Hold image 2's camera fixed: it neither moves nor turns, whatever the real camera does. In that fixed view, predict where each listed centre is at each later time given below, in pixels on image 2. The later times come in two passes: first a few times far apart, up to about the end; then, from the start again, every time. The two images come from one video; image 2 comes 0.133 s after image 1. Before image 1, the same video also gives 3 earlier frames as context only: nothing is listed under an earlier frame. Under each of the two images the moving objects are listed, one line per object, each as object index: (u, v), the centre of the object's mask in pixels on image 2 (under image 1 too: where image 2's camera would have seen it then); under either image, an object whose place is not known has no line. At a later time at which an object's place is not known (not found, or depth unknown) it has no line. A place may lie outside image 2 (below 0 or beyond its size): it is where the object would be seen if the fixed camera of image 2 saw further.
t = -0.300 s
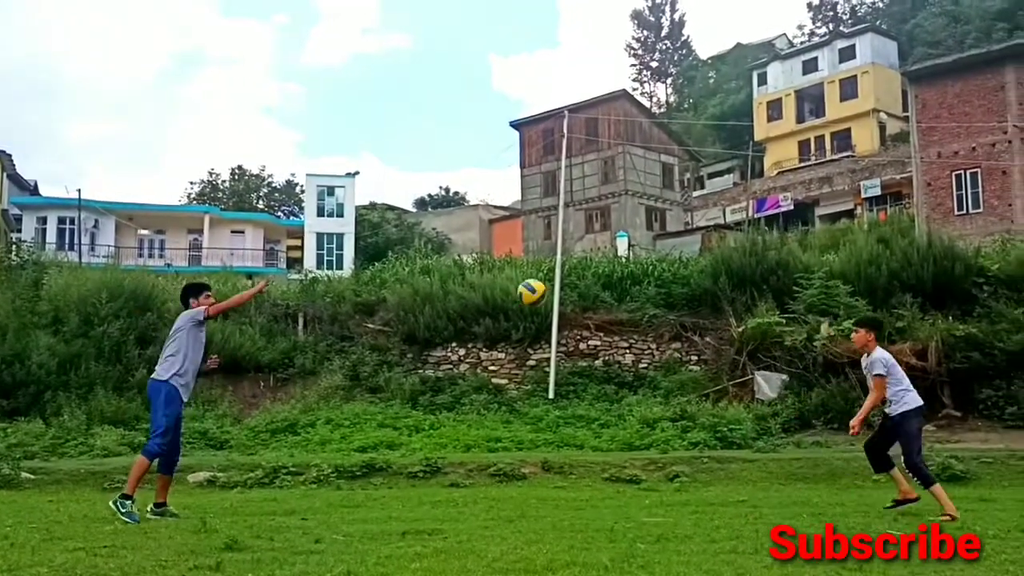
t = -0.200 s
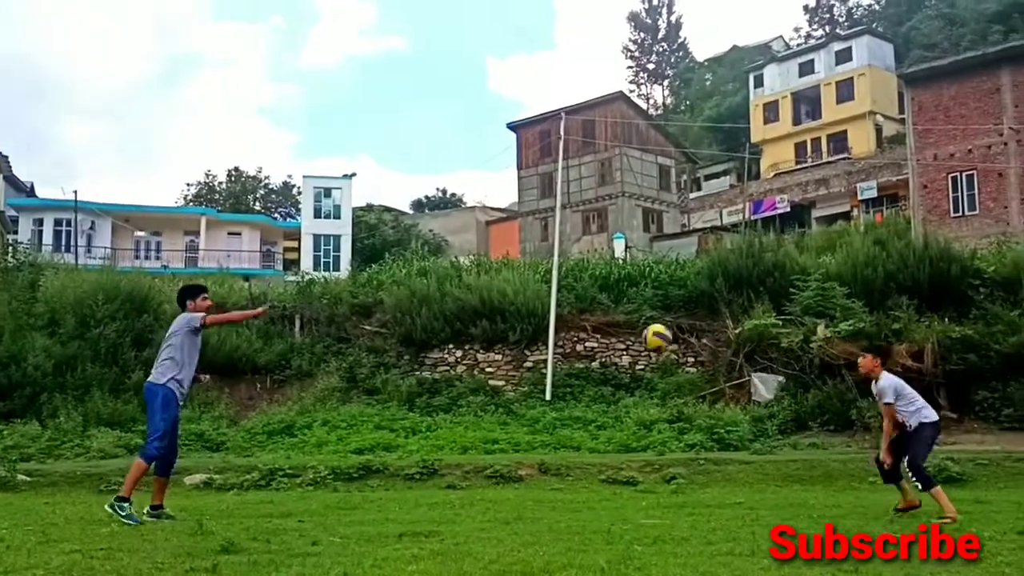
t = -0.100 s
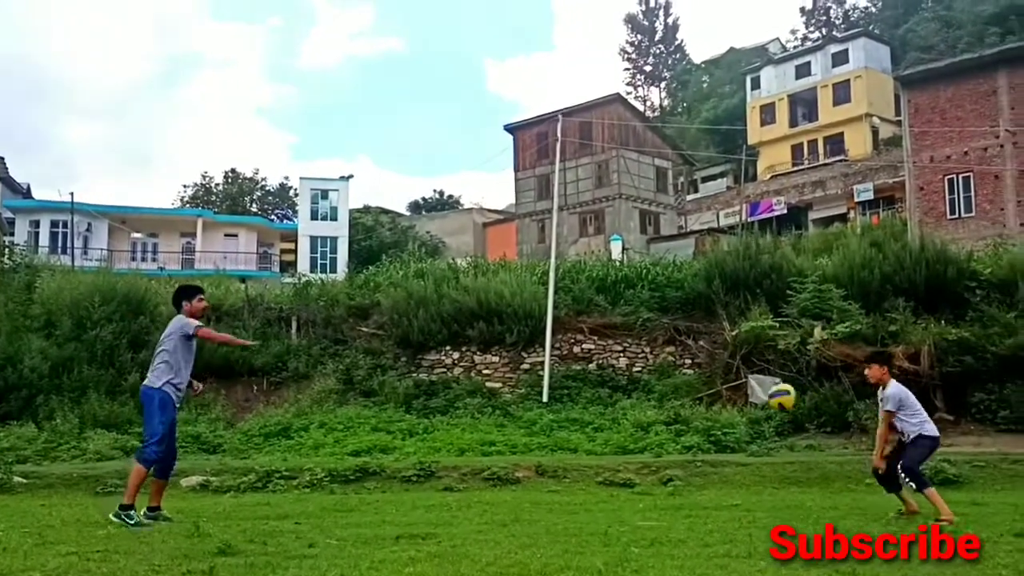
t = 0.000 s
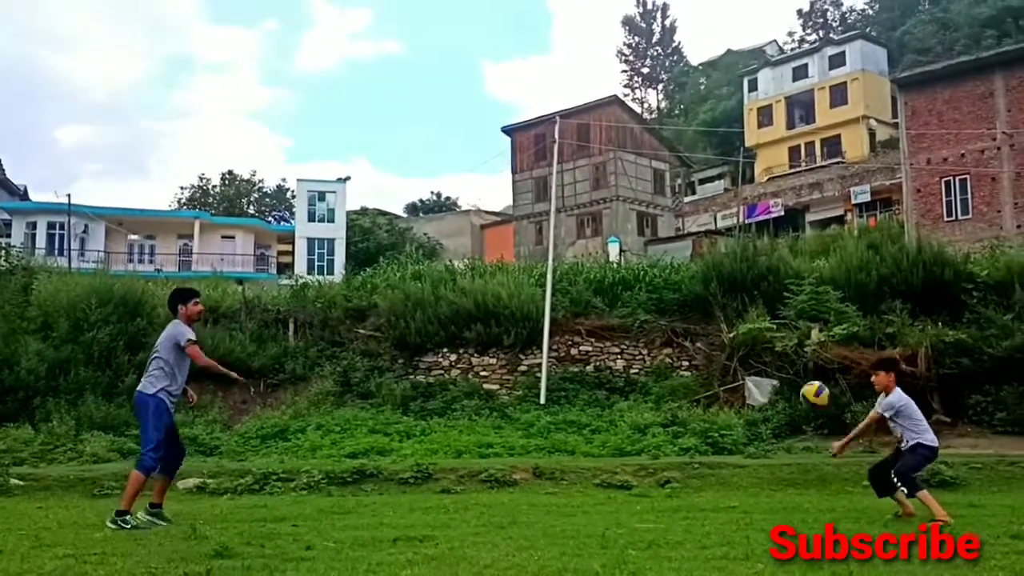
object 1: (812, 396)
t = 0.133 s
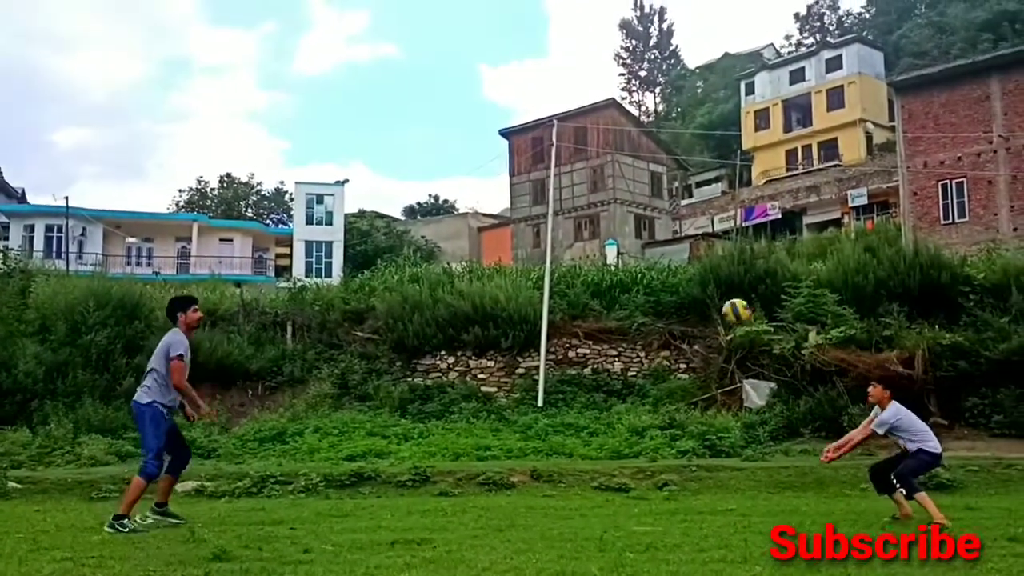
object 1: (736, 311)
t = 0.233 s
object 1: (686, 267)
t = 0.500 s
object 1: (567, 218)
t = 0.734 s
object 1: (476, 243)
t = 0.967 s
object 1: (395, 318)
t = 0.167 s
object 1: (718, 295)
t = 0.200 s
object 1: (702, 280)
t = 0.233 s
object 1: (686, 267)
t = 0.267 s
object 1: (669, 256)
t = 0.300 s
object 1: (654, 247)
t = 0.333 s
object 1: (640, 238)
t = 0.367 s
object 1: (624, 233)
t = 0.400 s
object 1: (609, 226)
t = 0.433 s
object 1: (594, 223)
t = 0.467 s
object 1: (580, 220)
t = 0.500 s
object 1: (567, 218)
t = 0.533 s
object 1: (554, 218)
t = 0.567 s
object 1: (541, 218)
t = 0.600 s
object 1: (529, 222)
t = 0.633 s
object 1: (514, 225)
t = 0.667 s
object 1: (502, 229)
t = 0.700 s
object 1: (489, 235)
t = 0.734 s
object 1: (476, 243)
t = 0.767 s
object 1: (466, 251)
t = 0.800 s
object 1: (453, 259)
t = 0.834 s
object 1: (442, 268)
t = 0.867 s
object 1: (430, 280)
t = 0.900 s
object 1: (418, 293)
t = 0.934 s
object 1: (407, 305)
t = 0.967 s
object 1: (395, 318)
